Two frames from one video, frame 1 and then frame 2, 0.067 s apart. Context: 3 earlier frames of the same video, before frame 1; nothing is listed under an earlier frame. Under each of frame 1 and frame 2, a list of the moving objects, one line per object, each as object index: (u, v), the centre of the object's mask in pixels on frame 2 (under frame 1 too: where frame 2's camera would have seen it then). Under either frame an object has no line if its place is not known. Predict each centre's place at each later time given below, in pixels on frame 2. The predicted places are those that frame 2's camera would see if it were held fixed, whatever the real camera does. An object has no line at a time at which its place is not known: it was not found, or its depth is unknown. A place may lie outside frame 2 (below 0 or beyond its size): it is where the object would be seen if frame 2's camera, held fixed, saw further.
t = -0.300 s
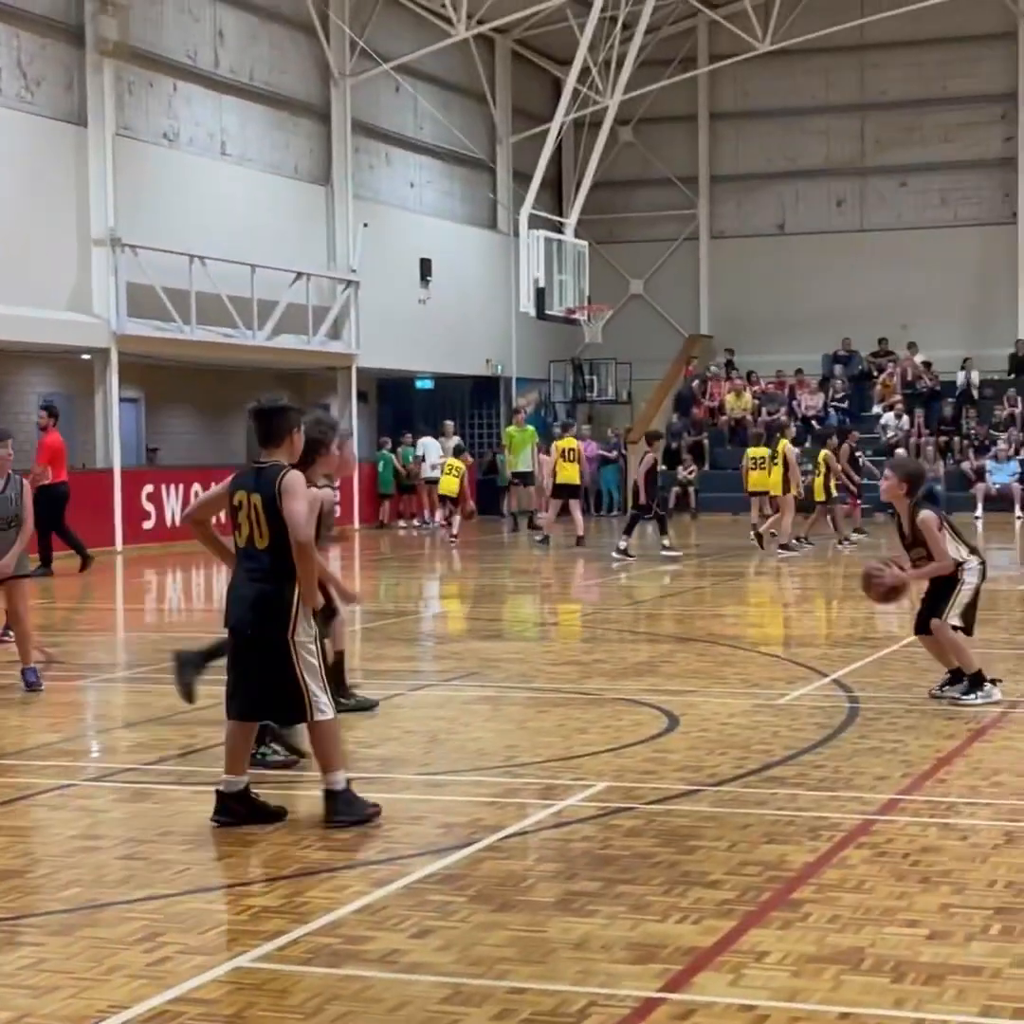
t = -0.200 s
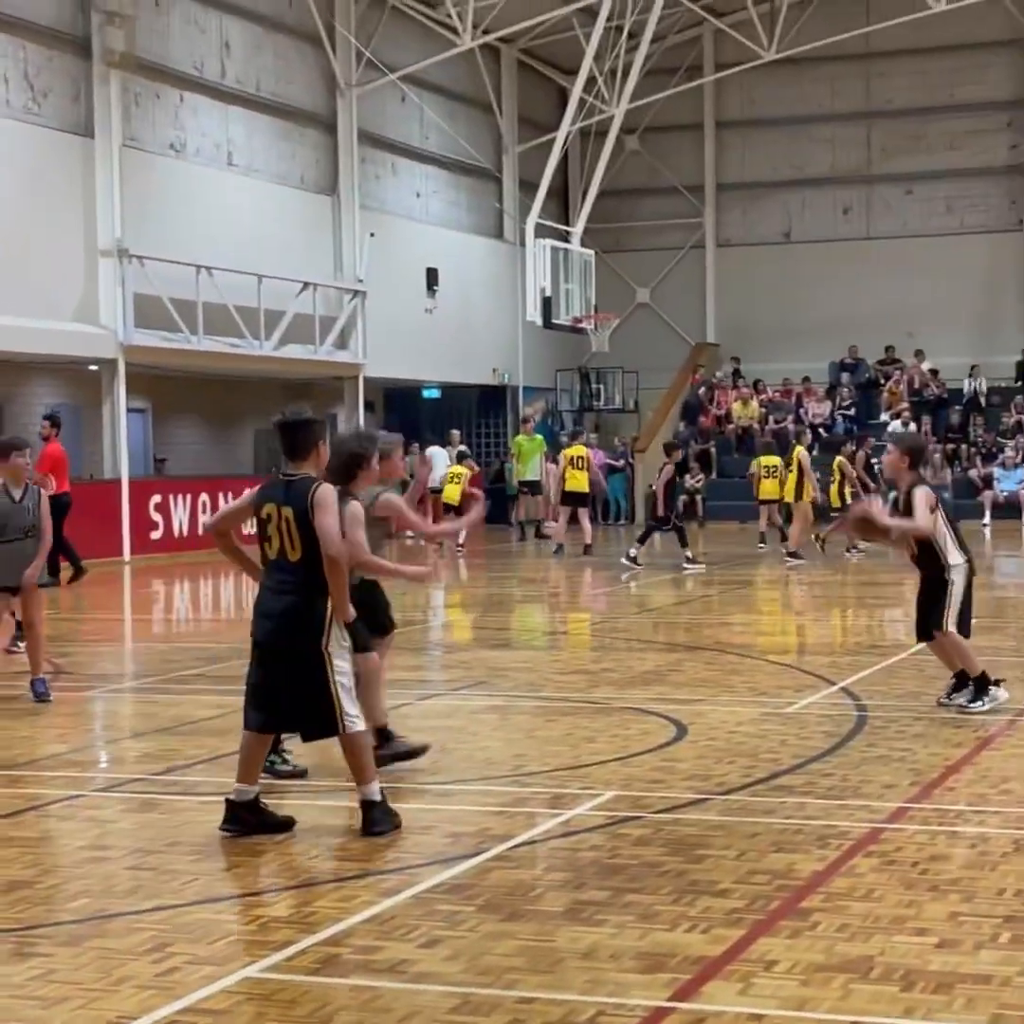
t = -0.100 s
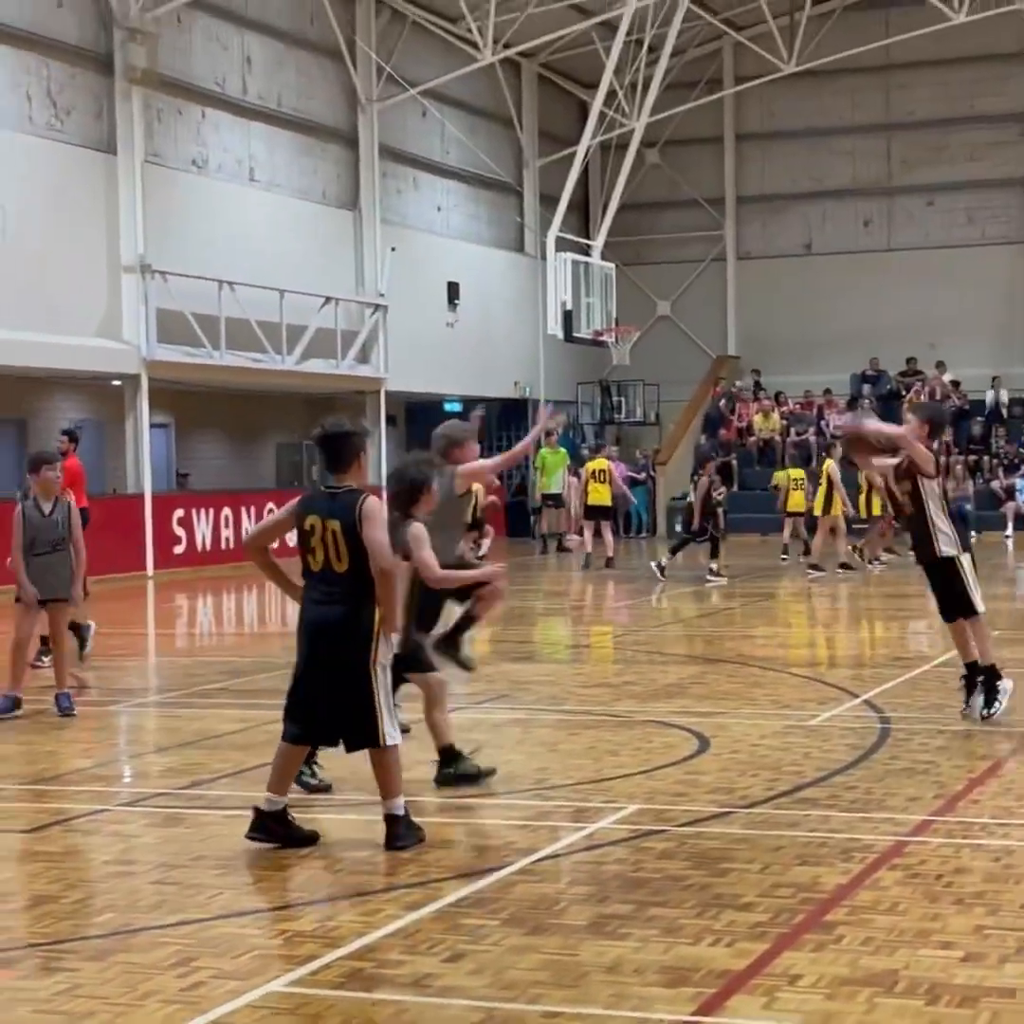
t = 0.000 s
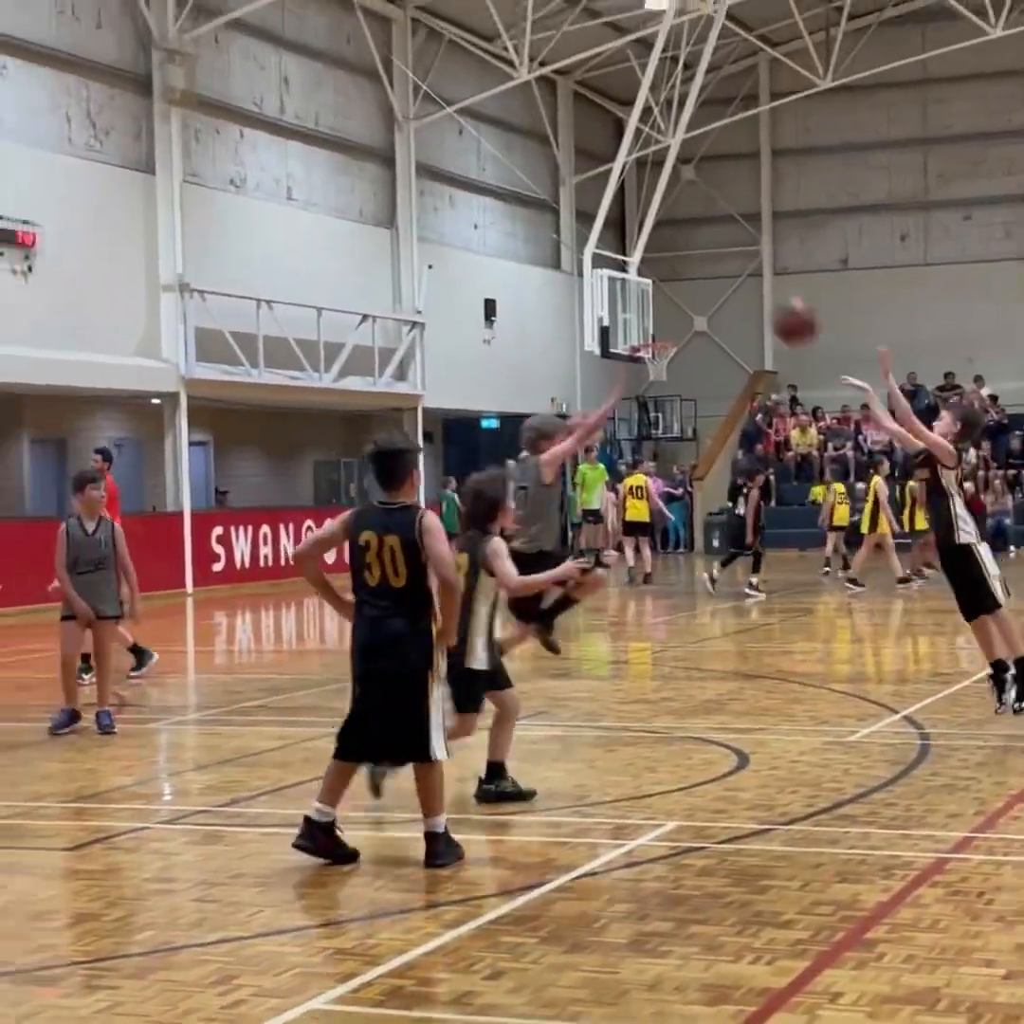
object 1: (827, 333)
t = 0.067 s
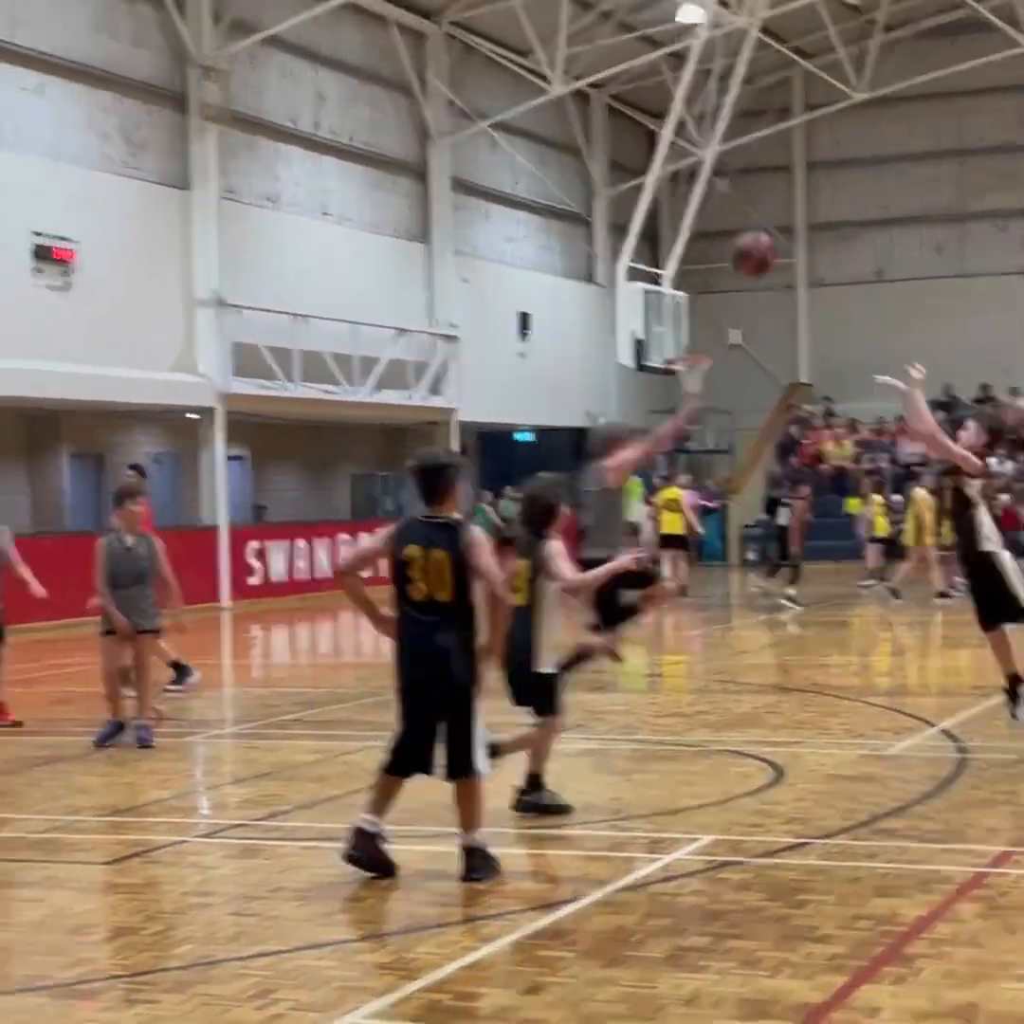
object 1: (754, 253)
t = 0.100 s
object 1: (718, 222)
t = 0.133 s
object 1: (686, 191)
